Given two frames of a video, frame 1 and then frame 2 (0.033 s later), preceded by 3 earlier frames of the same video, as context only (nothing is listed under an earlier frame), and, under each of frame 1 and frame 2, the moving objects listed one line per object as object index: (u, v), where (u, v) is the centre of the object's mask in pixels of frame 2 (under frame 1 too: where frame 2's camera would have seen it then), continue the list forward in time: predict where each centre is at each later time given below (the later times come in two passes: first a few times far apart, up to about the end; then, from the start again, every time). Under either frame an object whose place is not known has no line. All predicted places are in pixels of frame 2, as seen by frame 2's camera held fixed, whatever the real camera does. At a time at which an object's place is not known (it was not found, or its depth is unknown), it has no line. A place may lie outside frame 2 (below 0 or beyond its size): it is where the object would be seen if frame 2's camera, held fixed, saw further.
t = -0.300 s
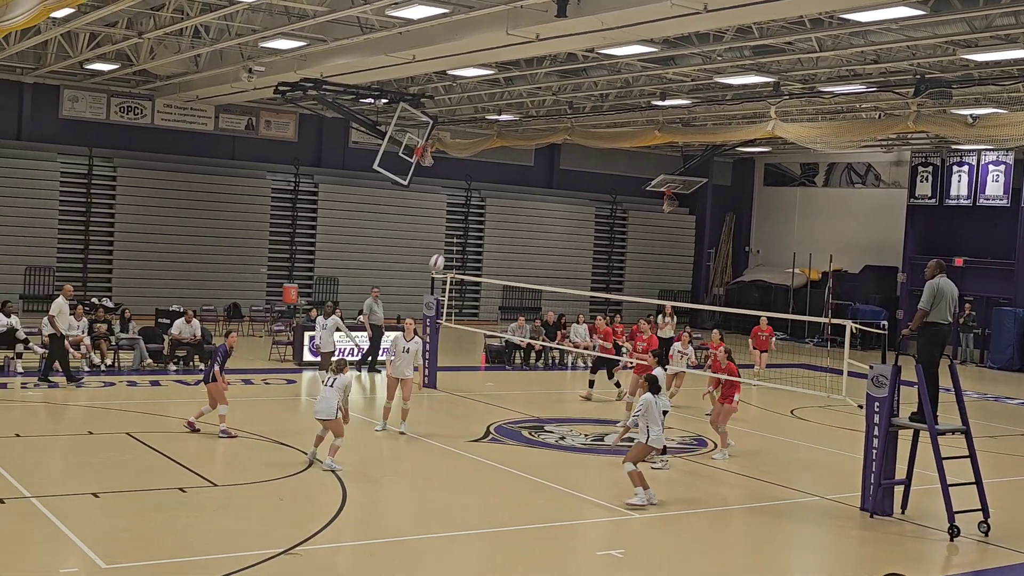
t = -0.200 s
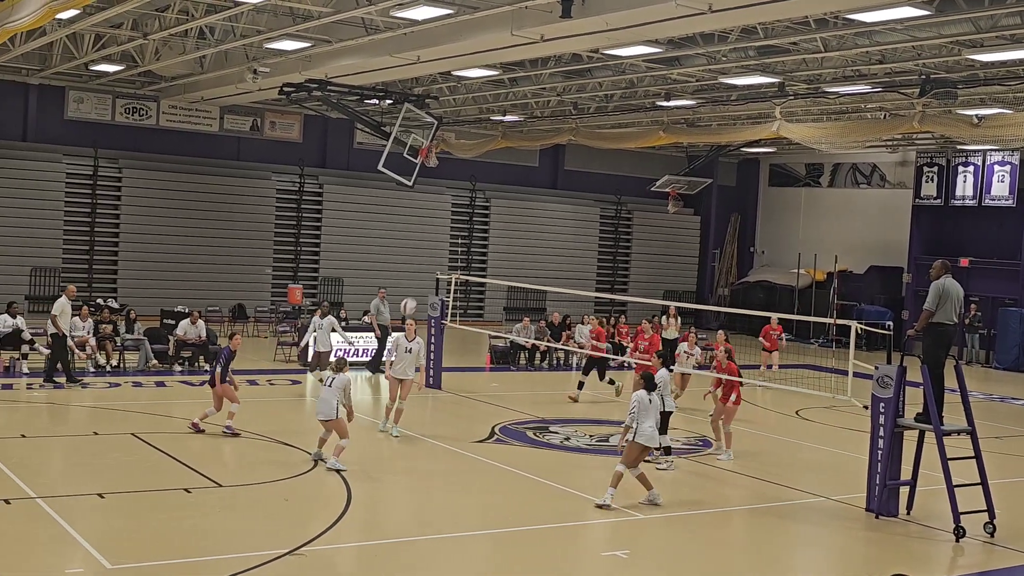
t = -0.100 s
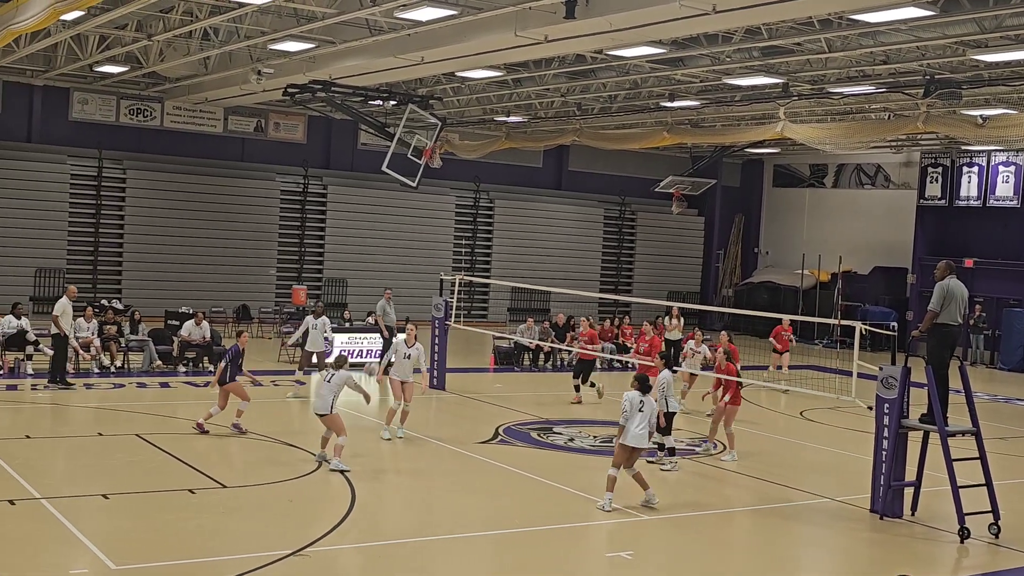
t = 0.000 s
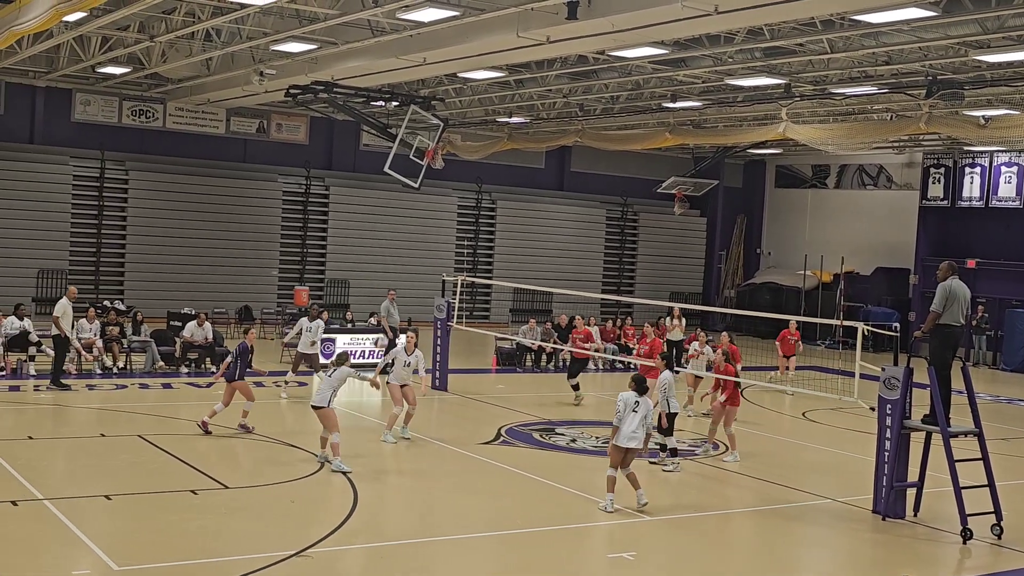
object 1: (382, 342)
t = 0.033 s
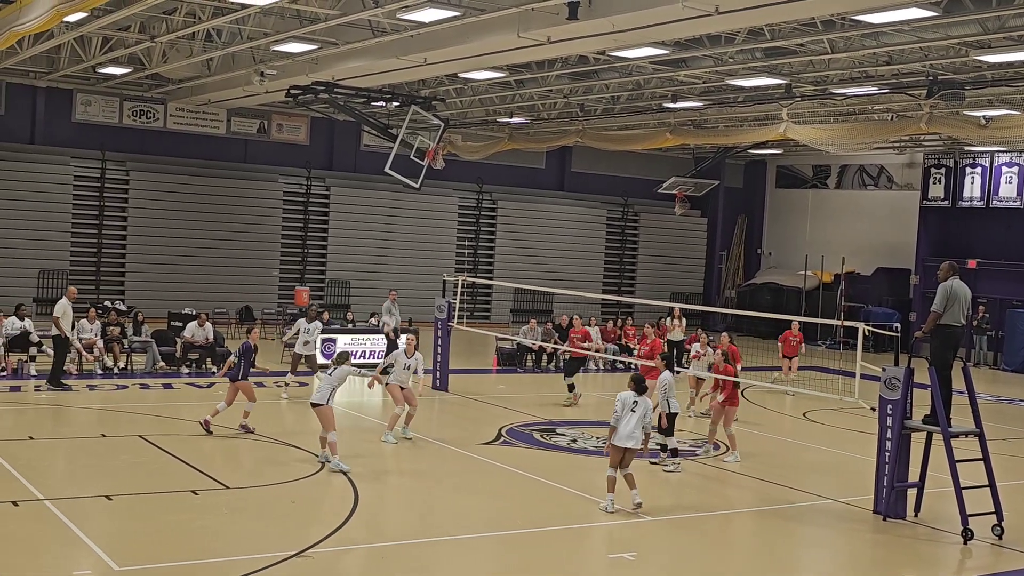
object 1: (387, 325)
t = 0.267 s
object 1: (432, 214)
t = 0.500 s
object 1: (470, 149)
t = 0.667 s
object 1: (495, 125)
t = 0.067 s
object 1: (396, 303)
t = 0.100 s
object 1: (400, 288)
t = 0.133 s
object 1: (408, 272)
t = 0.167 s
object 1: (414, 256)
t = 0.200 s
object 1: (420, 241)
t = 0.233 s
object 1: (425, 228)
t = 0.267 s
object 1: (432, 214)
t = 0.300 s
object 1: (437, 202)
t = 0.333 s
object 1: (443, 192)
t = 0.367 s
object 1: (449, 181)
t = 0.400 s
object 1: (454, 172)
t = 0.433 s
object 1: (460, 163)
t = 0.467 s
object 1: (465, 155)
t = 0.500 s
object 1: (470, 149)
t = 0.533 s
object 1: (475, 142)
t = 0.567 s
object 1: (480, 137)
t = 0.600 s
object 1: (485, 132)
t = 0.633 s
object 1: (490, 128)
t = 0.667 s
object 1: (495, 125)
